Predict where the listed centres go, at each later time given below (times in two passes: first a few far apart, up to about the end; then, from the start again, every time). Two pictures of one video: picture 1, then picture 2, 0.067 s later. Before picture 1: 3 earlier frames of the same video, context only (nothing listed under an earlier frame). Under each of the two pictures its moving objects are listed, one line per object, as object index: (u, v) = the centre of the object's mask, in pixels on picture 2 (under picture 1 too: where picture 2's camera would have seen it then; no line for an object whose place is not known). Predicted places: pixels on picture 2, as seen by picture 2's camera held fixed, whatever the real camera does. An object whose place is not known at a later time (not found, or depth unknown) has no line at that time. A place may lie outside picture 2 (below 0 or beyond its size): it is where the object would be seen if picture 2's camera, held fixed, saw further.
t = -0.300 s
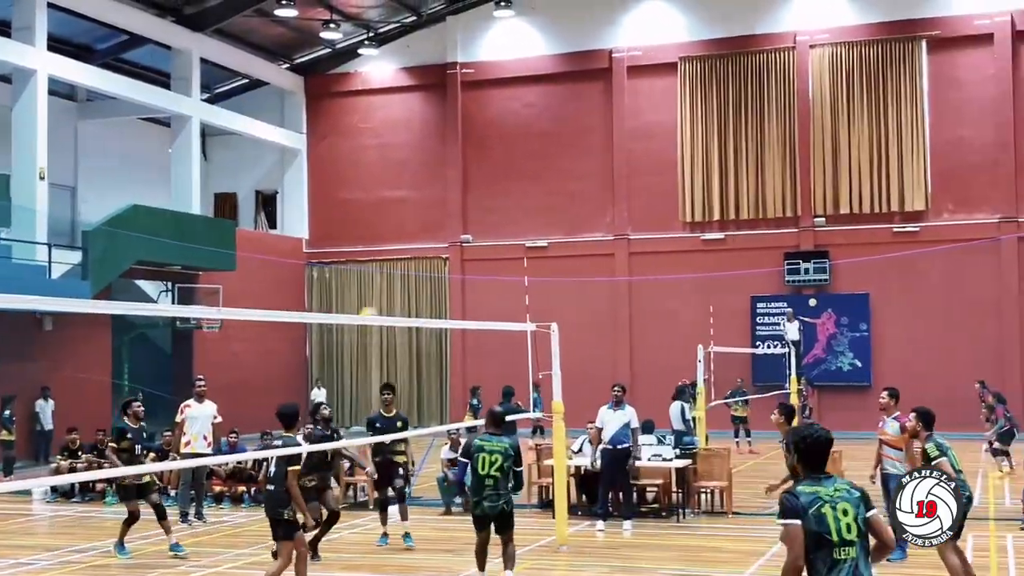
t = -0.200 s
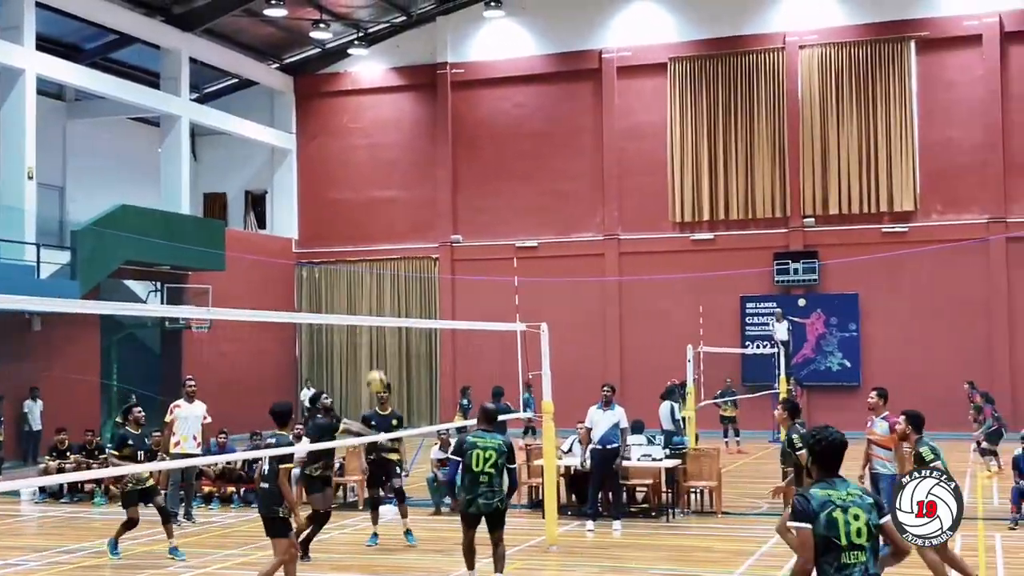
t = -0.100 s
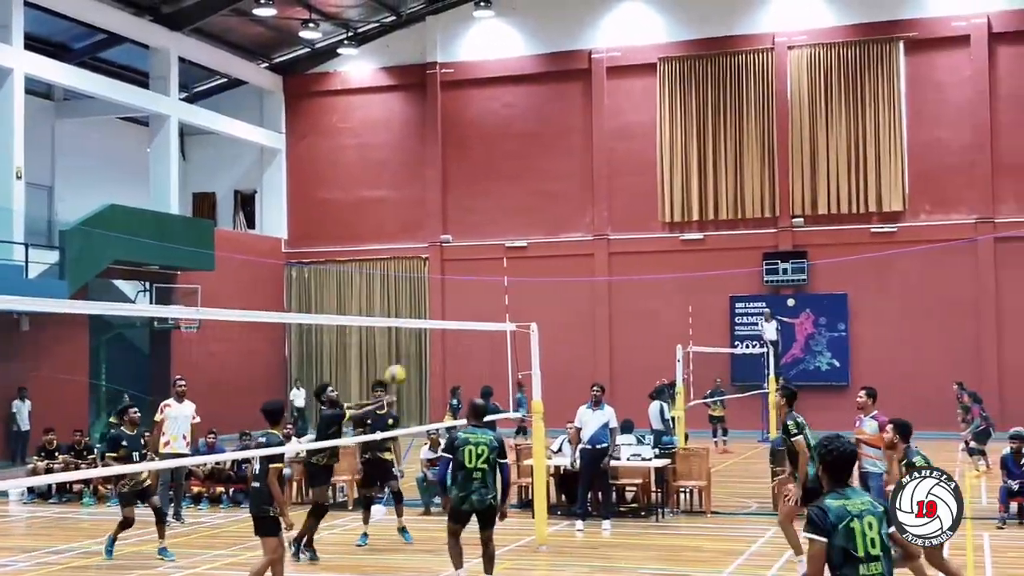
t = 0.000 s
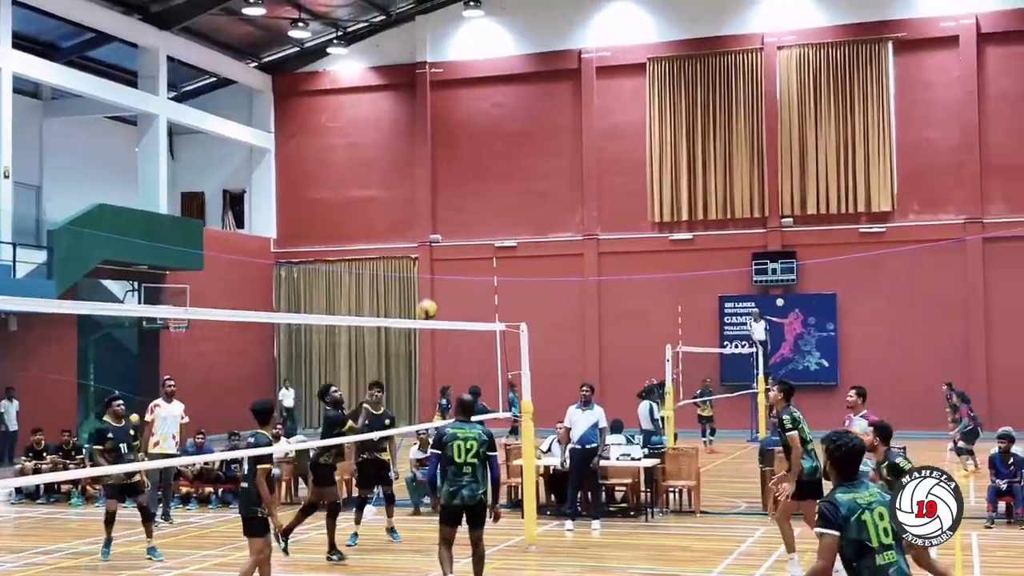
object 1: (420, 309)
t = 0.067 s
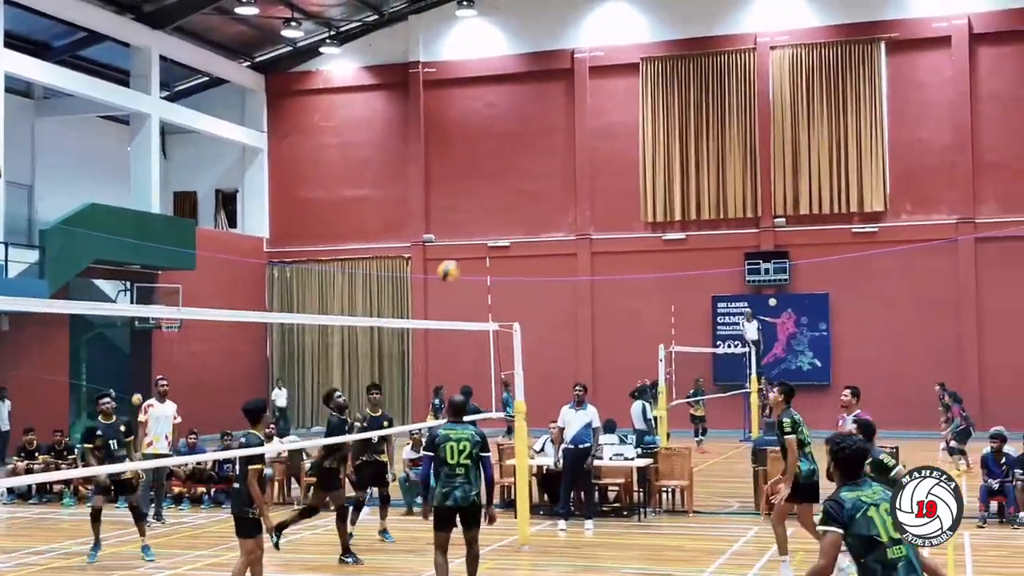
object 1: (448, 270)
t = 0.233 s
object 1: (526, 189)
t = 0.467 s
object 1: (653, 115)
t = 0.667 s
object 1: (779, 96)
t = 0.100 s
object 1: (463, 252)
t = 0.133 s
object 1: (478, 235)
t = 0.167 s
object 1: (494, 219)
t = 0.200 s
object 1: (511, 204)
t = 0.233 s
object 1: (526, 189)
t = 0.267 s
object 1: (544, 175)
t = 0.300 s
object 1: (561, 162)
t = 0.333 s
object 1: (579, 151)
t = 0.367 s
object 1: (597, 140)
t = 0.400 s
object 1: (616, 129)
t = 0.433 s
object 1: (633, 121)
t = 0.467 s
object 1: (653, 115)
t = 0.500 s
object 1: (672, 107)
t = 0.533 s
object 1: (692, 103)
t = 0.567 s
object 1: (714, 99)
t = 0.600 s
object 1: (734, 97)
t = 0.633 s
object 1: (756, 96)
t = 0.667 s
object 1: (779, 96)
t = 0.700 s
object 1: (802, 97)
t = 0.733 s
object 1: (826, 102)
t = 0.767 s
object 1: (851, 107)
